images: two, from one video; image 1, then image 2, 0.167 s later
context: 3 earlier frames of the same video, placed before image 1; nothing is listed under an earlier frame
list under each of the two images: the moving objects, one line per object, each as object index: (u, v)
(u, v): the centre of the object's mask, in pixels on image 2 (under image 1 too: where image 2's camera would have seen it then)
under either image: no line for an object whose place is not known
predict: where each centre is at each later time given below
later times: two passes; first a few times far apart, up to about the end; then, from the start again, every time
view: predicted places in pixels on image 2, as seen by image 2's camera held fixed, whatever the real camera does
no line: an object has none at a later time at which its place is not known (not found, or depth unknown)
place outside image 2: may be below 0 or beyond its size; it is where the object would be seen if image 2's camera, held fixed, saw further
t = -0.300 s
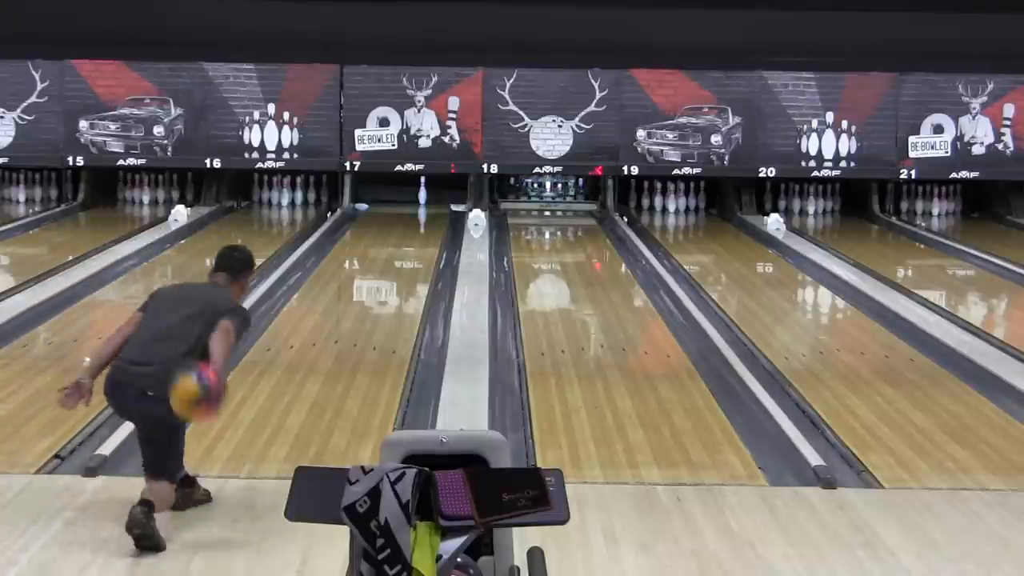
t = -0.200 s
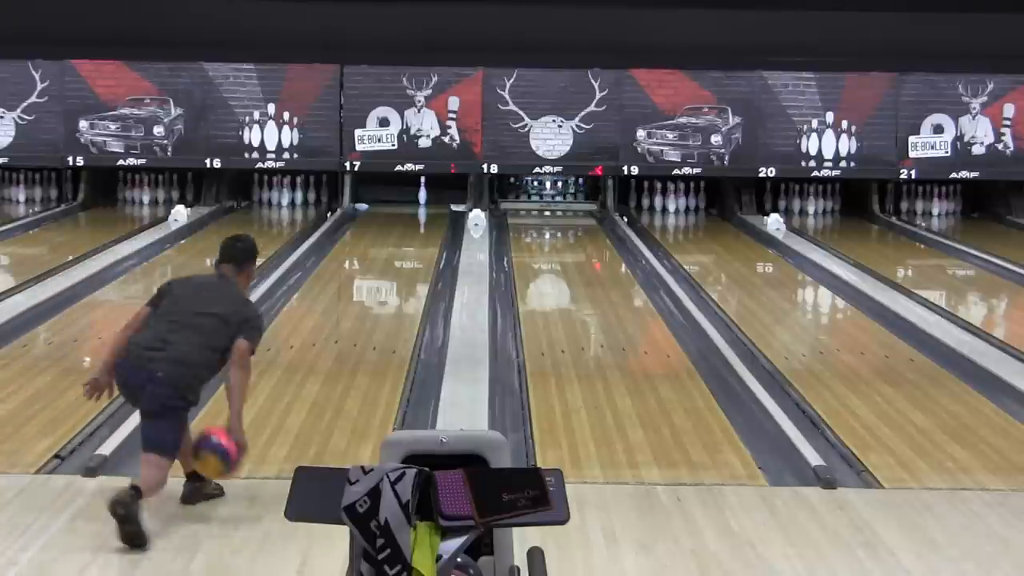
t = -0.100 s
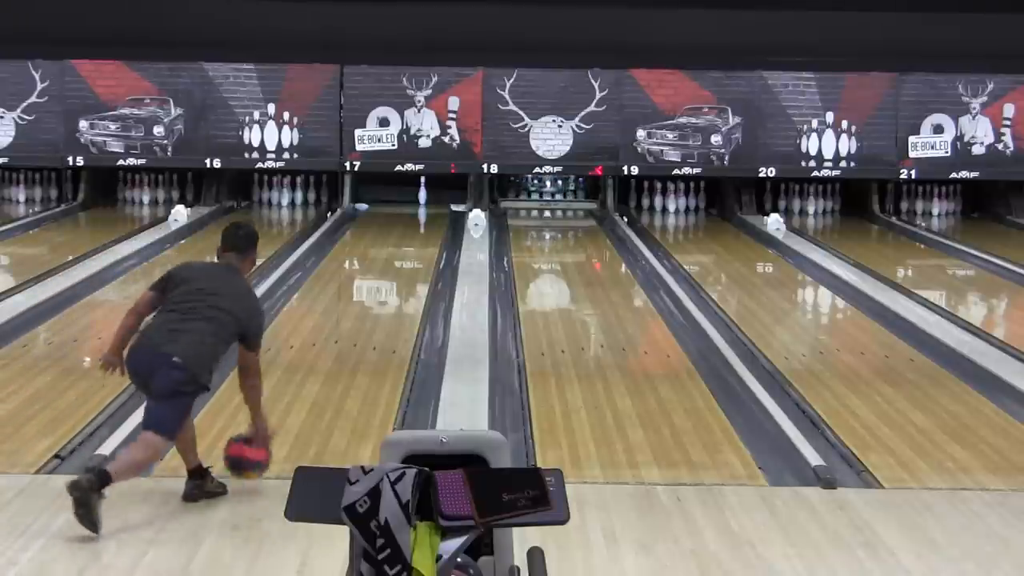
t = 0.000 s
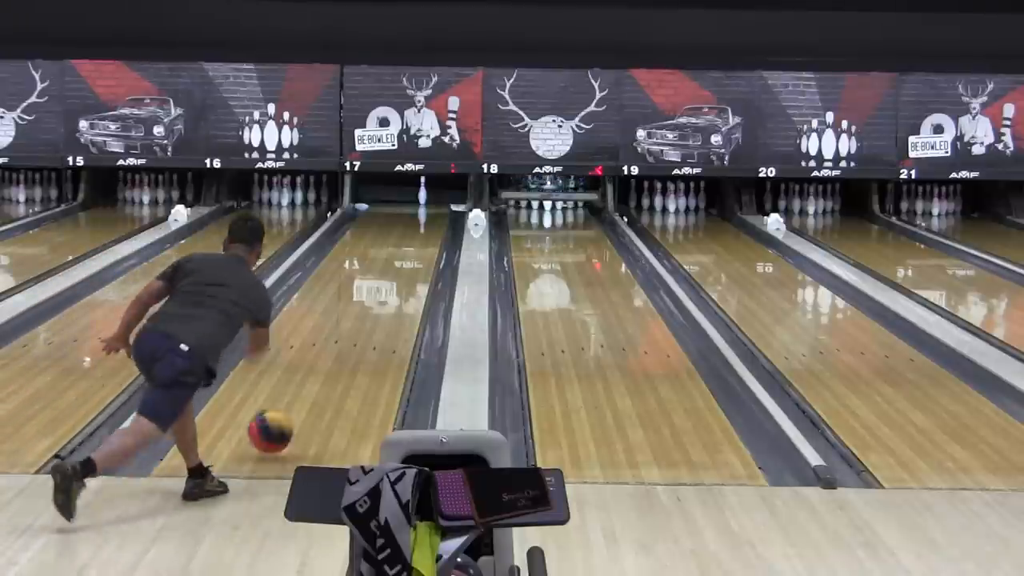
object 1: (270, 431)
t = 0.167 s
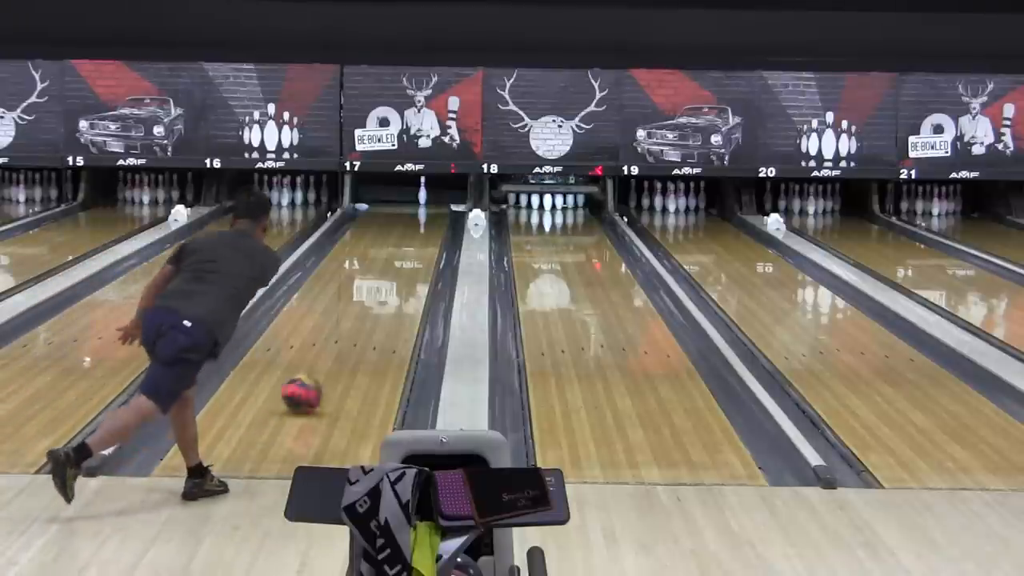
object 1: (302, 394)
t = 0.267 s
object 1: (318, 374)
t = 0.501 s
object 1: (347, 335)
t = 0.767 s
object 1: (373, 300)
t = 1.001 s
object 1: (391, 276)
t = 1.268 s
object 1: (406, 256)
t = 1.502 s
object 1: (416, 241)
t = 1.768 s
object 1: (424, 227)
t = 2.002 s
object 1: (427, 217)
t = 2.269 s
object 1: (429, 207)
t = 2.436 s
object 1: (427, 201)
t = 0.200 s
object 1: (308, 389)
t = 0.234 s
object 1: (311, 381)
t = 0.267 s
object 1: (318, 374)
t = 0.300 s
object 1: (323, 367)
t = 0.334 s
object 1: (328, 361)
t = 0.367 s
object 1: (331, 355)
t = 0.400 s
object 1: (336, 350)
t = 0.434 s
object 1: (340, 344)
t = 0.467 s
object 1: (344, 340)
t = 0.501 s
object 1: (347, 335)
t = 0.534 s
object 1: (351, 330)
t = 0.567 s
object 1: (355, 326)
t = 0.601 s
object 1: (359, 321)
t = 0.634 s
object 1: (360, 316)
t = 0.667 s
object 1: (365, 312)
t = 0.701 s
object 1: (368, 308)
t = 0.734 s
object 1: (371, 303)
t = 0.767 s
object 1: (373, 300)
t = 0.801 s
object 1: (376, 296)
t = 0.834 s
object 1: (379, 293)
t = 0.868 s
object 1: (381, 290)
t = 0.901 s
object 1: (384, 286)
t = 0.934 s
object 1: (386, 282)
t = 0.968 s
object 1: (388, 280)
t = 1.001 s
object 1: (391, 276)
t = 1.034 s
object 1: (392, 274)
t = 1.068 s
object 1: (395, 272)
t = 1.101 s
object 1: (396, 269)
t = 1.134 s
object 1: (399, 266)
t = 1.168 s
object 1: (401, 263)
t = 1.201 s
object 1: (403, 261)
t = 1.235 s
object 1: (404, 258)
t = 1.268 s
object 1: (406, 256)
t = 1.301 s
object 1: (407, 253)
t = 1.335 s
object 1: (408, 251)
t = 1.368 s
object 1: (408, 250)
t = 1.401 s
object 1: (412, 247)
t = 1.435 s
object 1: (413, 245)
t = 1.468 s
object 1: (413, 243)
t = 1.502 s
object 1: (416, 241)
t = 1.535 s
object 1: (417, 239)
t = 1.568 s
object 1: (418, 237)
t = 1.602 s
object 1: (418, 235)
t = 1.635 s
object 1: (418, 234)
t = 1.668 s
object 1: (422, 232)
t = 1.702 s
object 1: (423, 230)
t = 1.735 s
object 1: (423, 229)
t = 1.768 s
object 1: (424, 227)
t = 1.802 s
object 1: (424, 225)
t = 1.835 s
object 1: (425, 224)
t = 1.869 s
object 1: (426, 222)
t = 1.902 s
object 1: (426, 222)
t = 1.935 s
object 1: (427, 220)
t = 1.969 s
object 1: (427, 218)
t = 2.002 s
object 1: (427, 217)
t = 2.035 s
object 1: (427, 215)
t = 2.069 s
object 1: (427, 214)
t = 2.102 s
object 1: (427, 214)
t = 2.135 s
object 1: (427, 213)
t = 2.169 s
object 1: (427, 212)
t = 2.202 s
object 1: (427, 211)
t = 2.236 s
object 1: (429, 209)
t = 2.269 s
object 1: (429, 207)
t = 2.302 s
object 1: (428, 206)
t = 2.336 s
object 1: (429, 207)
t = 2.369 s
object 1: (427, 205)
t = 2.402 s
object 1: (428, 203)
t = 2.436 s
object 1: (427, 201)
